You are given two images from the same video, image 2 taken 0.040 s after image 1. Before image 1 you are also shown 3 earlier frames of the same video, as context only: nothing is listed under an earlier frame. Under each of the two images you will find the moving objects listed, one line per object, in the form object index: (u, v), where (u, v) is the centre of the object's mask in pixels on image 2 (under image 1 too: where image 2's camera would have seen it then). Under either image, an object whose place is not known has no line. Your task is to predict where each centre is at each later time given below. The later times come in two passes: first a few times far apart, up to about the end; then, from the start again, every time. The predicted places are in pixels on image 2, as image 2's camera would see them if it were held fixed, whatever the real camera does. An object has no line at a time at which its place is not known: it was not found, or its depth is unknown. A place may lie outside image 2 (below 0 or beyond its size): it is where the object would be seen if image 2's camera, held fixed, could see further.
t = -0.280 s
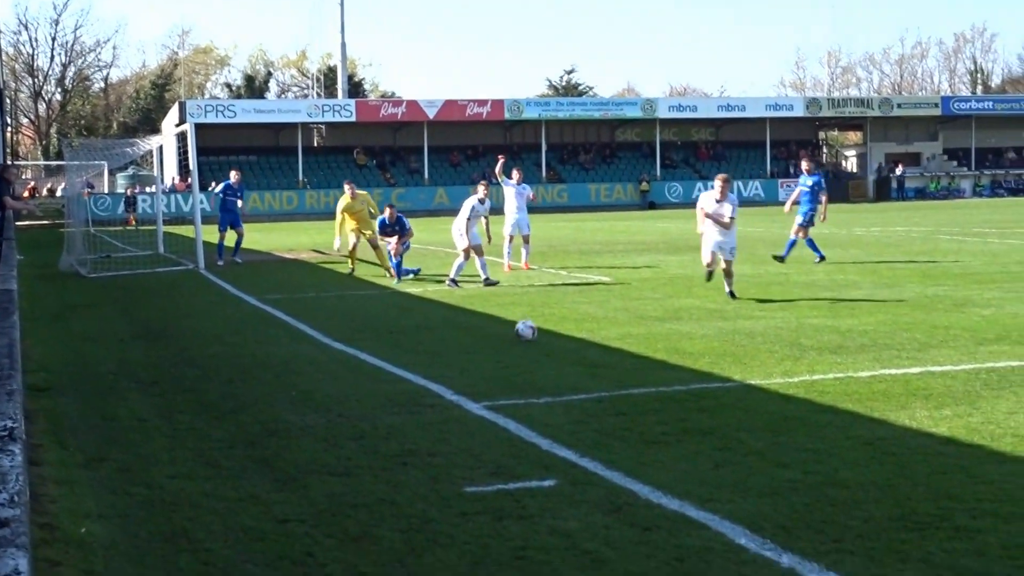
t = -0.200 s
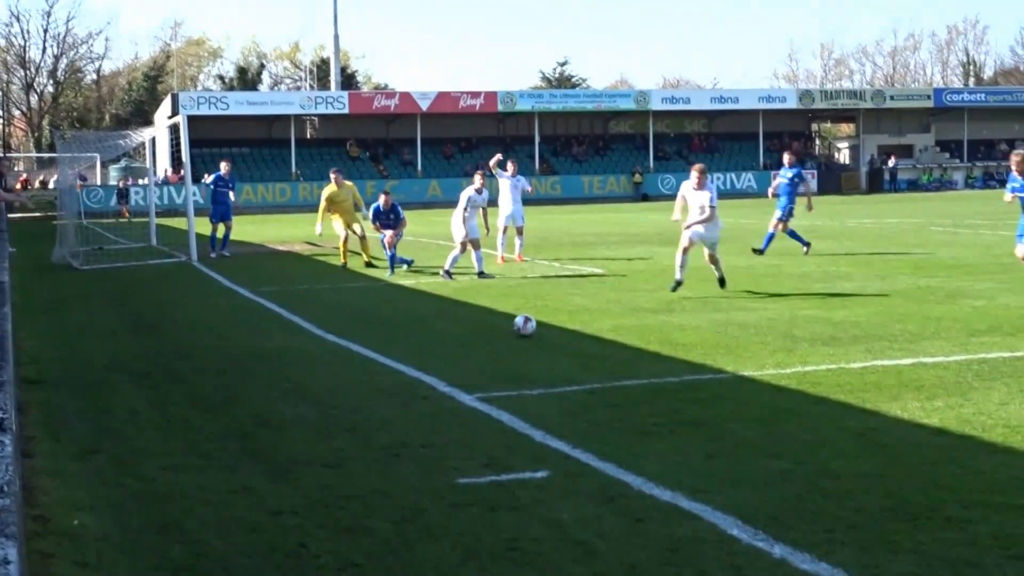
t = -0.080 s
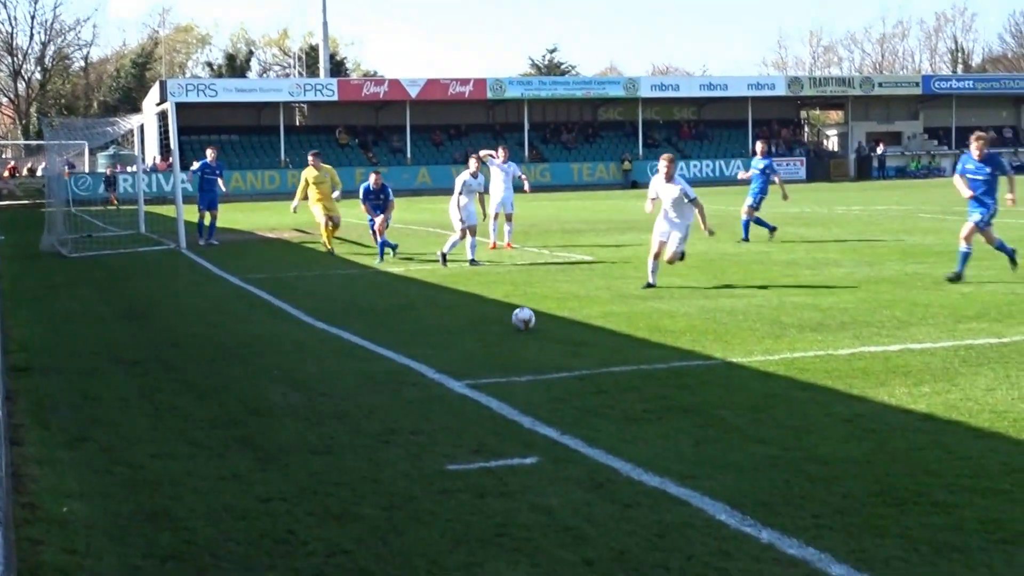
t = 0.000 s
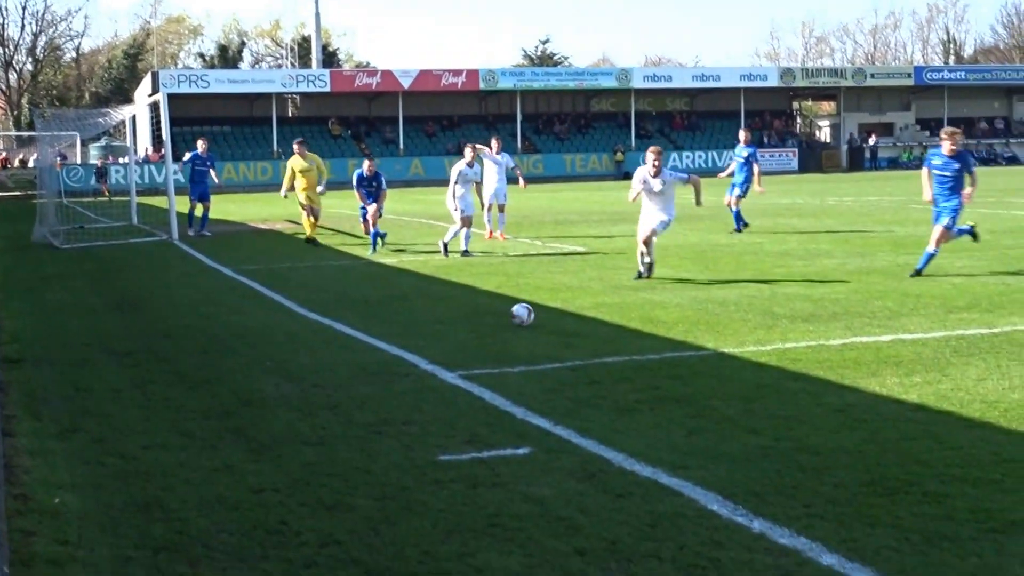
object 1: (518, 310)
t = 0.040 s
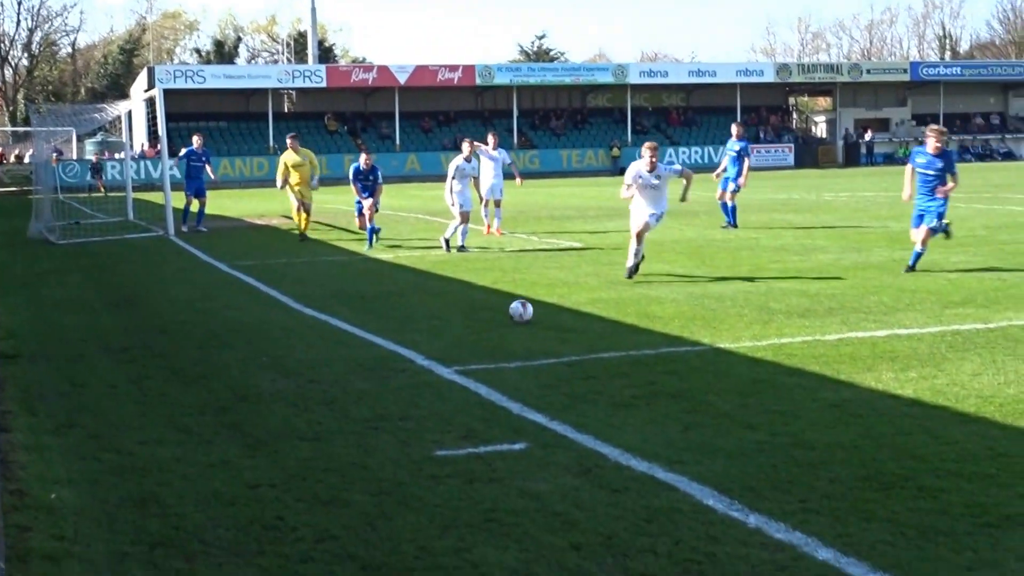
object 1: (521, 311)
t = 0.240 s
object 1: (536, 320)
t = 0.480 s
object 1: (553, 334)
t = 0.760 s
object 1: (571, 353)
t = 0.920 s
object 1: (581, 368)
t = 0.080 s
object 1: (524, 313)
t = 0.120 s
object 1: (527, 317)
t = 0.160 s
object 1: (529, 318)
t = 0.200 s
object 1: (532, 318)
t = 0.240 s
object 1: (536, 320)
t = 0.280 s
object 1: (539, 324)
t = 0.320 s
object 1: (541, 328)
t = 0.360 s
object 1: (544, 329)
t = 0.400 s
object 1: (547, 331)
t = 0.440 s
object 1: (551, 334)
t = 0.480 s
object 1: (553, 334)
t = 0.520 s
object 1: (555, 337)
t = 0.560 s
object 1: (558, 340)
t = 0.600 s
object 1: (561, 345)
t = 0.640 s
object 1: (564, 347)
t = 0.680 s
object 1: (566, 347)
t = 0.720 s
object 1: (568, 348)
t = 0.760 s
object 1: (571, 353)
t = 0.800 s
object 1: (573, 360)
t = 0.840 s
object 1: (576, 363)
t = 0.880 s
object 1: (578, 364)
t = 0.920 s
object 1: (581, 368)
